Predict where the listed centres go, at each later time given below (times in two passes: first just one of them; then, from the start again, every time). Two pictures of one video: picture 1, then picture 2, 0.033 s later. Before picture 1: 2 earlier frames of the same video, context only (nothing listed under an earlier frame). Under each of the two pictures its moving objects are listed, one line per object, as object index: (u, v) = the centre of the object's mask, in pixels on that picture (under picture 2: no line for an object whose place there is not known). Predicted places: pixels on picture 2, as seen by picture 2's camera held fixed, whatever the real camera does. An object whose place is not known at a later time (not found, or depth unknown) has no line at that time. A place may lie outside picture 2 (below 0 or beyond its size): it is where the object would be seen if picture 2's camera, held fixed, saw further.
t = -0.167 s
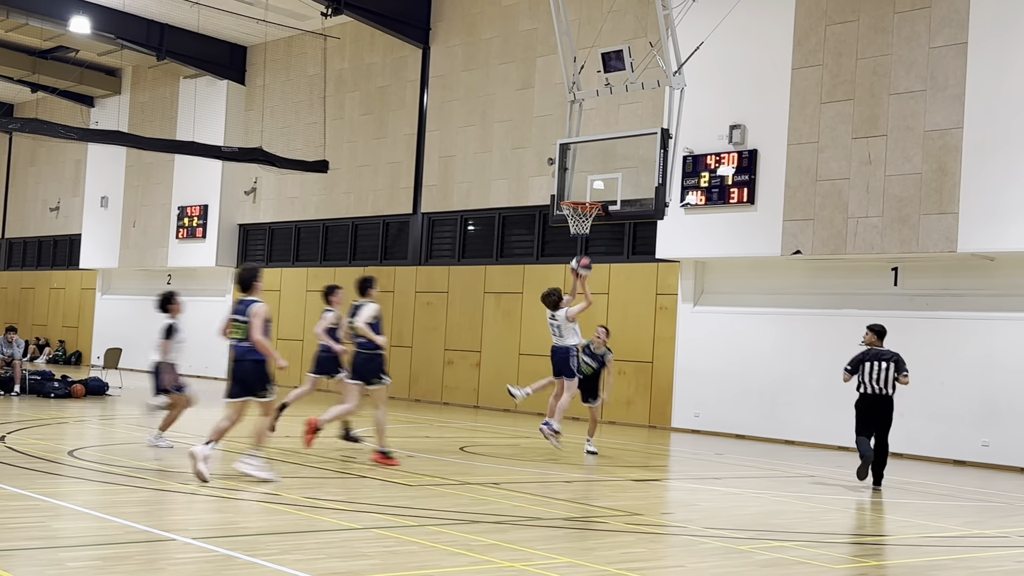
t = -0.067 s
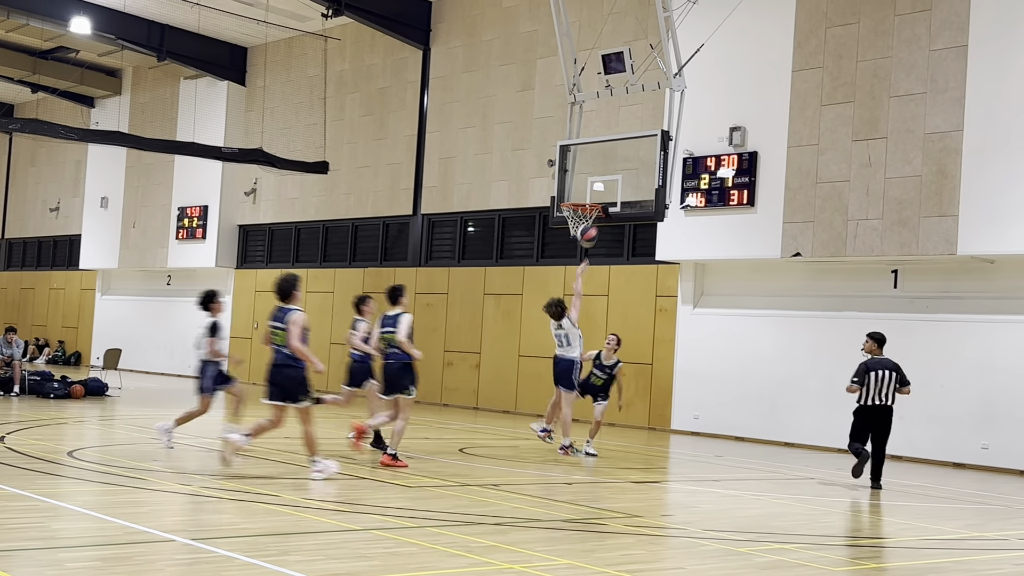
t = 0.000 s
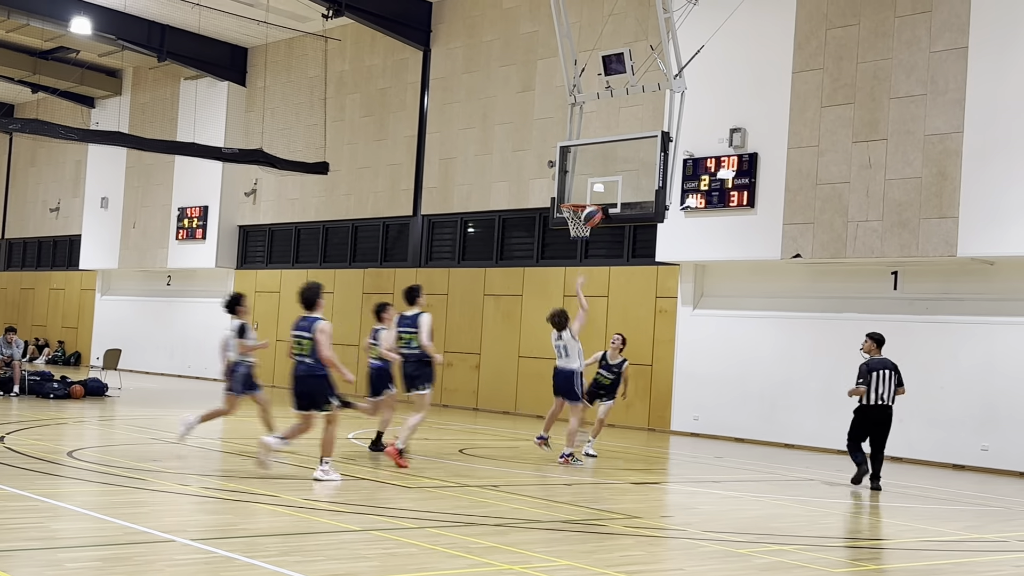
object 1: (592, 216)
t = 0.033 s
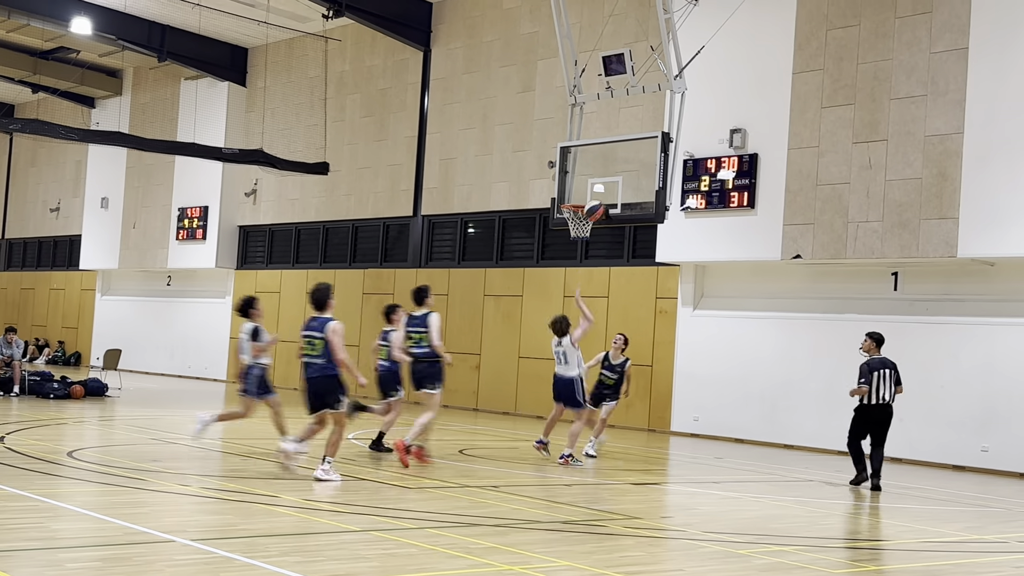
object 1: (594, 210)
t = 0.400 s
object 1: (595, 187)
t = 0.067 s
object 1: (596, 204)
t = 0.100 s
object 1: (598, 199)
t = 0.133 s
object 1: (600, 194)
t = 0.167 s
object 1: (602, 190)
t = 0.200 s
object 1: (604, 187)
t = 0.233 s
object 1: (606, 185)
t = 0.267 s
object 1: (607, 184)
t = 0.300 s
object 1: (609, 184)
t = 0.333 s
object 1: (605, 184)
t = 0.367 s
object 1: (600, 185)
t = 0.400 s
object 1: (595, 187)
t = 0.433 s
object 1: (588, 190)
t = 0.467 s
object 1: (583, 194)
